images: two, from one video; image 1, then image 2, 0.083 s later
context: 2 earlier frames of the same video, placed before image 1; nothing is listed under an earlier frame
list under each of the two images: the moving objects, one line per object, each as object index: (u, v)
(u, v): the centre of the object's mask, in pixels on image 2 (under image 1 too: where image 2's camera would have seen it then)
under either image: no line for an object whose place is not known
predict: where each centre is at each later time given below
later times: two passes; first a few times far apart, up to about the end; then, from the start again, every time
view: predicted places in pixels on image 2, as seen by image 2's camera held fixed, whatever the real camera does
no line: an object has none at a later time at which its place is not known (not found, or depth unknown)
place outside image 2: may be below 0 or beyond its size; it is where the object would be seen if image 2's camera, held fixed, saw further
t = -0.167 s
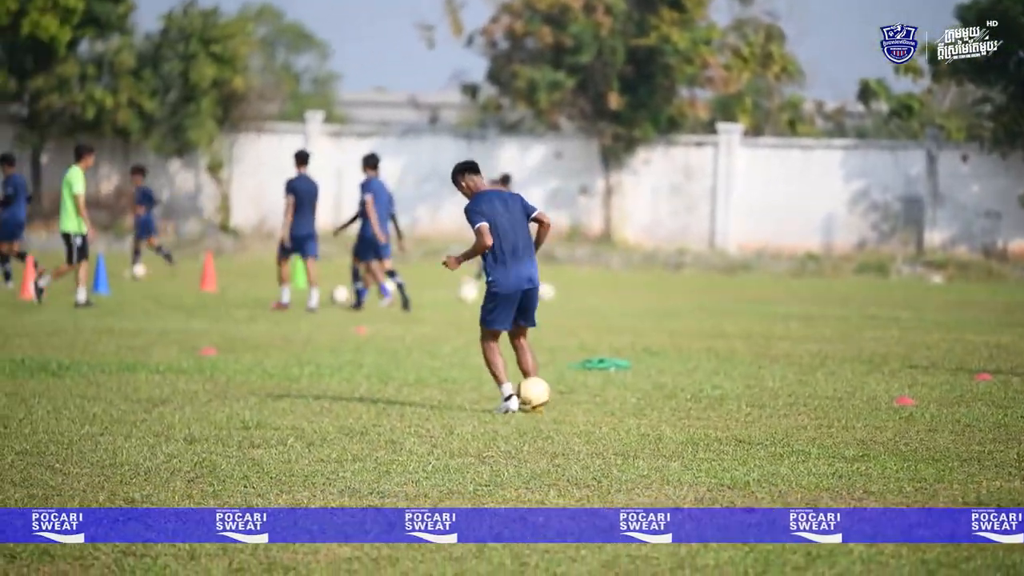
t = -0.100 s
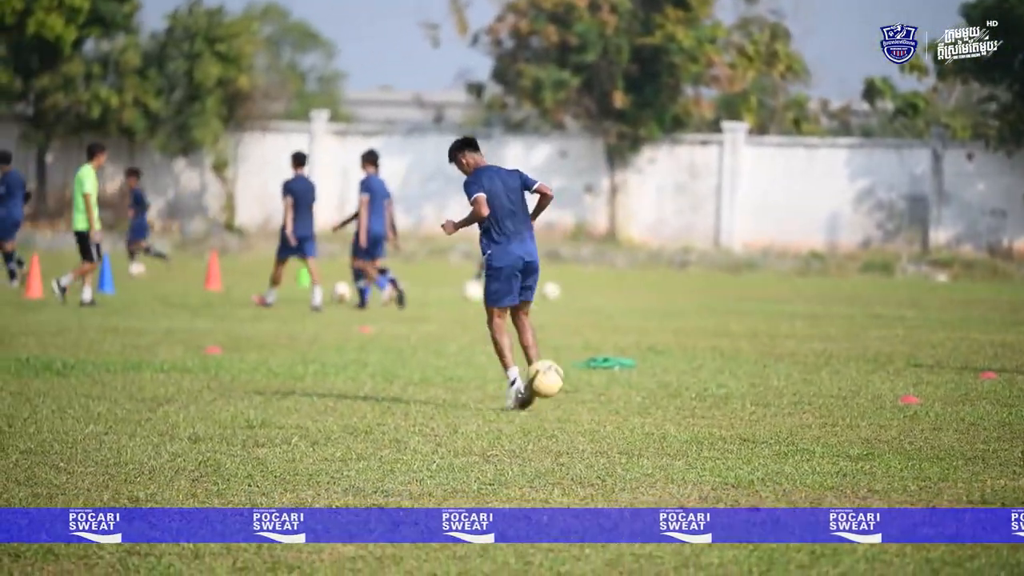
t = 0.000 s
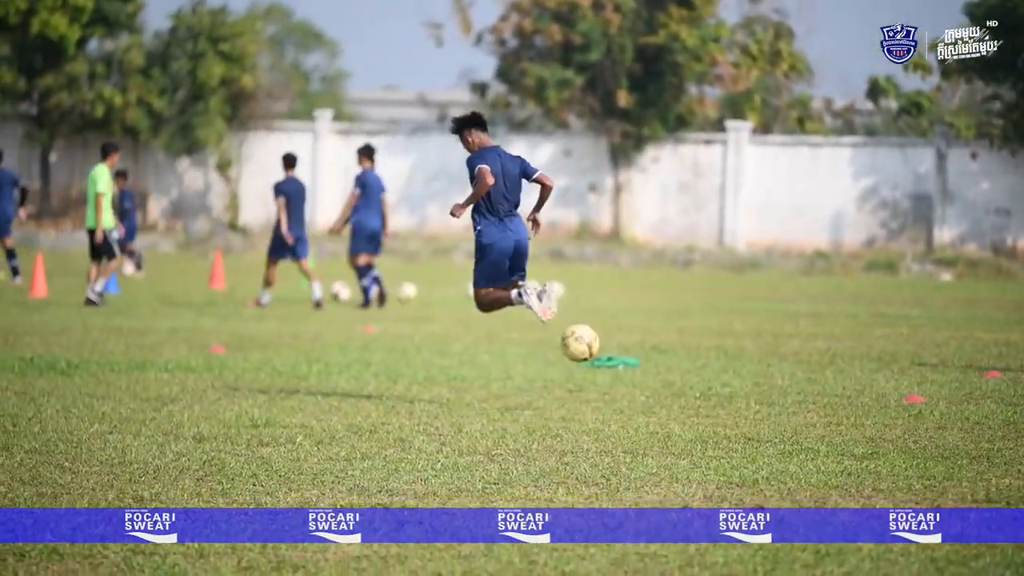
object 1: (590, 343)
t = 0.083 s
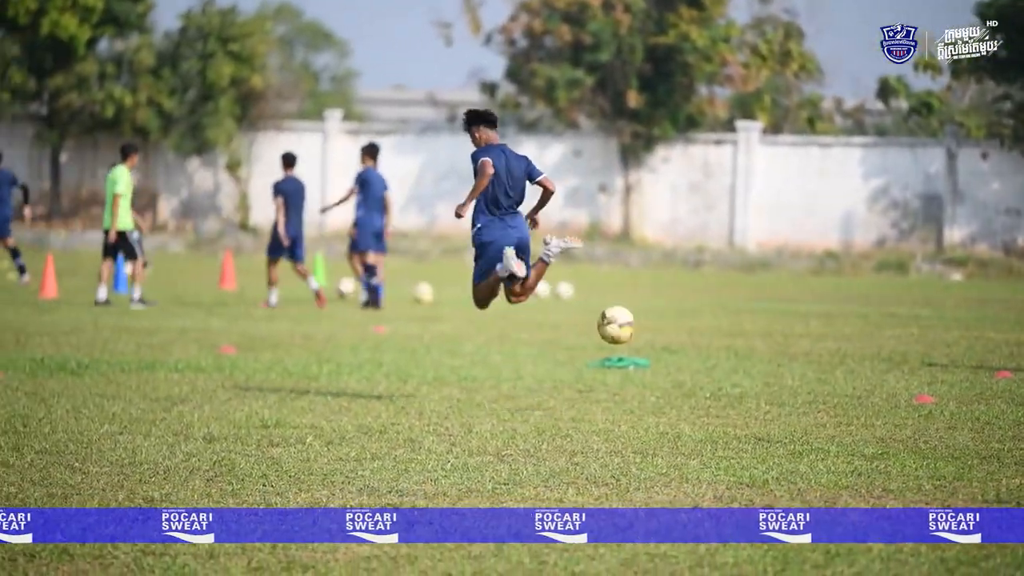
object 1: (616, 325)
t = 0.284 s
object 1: (679, 327)
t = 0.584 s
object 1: (766, 387)
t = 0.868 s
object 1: (836, 391)
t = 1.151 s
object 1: (906, 411)
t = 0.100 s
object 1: (621, 323)
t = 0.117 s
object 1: (626, 321)
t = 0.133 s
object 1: (632, 320)
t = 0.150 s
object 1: (637, 318)
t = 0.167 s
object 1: (643, 317)
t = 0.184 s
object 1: (648, 317)
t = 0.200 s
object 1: (653, 318)
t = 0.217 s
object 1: (659, 319)
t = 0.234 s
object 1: (664, 320)
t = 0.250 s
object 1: (669, 322)
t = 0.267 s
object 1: (674, 324)
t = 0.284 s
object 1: (679, 327)
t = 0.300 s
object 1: (684, 331)
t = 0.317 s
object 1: (689, 334)
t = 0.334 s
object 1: (694, 338)
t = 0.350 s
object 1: (700, 343)
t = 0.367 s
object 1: (704, 348)
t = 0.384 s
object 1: (710, 353)
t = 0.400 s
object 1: (715, 359)
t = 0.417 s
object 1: (720, 366)
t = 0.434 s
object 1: (726, 373)
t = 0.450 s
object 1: (730, 380)
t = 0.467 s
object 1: (735, 388)
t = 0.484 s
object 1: (740, 397)
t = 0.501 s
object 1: (745, 405)
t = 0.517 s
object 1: (749, 405)
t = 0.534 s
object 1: (753, 400)
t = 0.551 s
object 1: (757, 395)
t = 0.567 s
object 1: (762, 391)
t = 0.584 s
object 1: (766, 387)
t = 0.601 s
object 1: (770, 383)
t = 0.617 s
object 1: (774, 380)
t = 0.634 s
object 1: (778, 378)
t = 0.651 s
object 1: (782, 375)
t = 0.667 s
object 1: (787, 373)
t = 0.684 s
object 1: (791, 372)
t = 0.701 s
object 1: (795, 371)
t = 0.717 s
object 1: (799, 371)
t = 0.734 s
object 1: (804, 371)
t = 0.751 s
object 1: (808, 372)
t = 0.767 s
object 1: (811, 373)
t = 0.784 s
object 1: (816, 375)
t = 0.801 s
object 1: (820, 377)
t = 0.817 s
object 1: (824, 380)
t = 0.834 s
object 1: (827, 383)
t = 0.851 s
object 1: (832, 387)
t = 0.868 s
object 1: (836, 391)
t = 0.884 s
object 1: (840, 395)
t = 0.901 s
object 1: (843, 400)
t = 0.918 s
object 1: (847, 406)
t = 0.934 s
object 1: (851, 411)
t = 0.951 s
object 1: (855, 414)
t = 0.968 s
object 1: (859, 412)
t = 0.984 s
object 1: (863, 410)
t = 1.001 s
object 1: (868, 407)
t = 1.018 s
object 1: (872, 407)
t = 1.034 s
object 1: (876, 405)
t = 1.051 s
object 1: (881, 405)
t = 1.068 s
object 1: (885, 405)
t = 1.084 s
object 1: (889, 405)
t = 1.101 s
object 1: (893, 406)
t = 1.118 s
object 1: (897, 407)
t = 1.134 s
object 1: (902, 410)
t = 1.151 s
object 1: (906, 411)
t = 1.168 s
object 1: (911, 413)
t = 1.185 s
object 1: (914, 415)
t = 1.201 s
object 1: (918, 415)
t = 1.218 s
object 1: (919, 414)
